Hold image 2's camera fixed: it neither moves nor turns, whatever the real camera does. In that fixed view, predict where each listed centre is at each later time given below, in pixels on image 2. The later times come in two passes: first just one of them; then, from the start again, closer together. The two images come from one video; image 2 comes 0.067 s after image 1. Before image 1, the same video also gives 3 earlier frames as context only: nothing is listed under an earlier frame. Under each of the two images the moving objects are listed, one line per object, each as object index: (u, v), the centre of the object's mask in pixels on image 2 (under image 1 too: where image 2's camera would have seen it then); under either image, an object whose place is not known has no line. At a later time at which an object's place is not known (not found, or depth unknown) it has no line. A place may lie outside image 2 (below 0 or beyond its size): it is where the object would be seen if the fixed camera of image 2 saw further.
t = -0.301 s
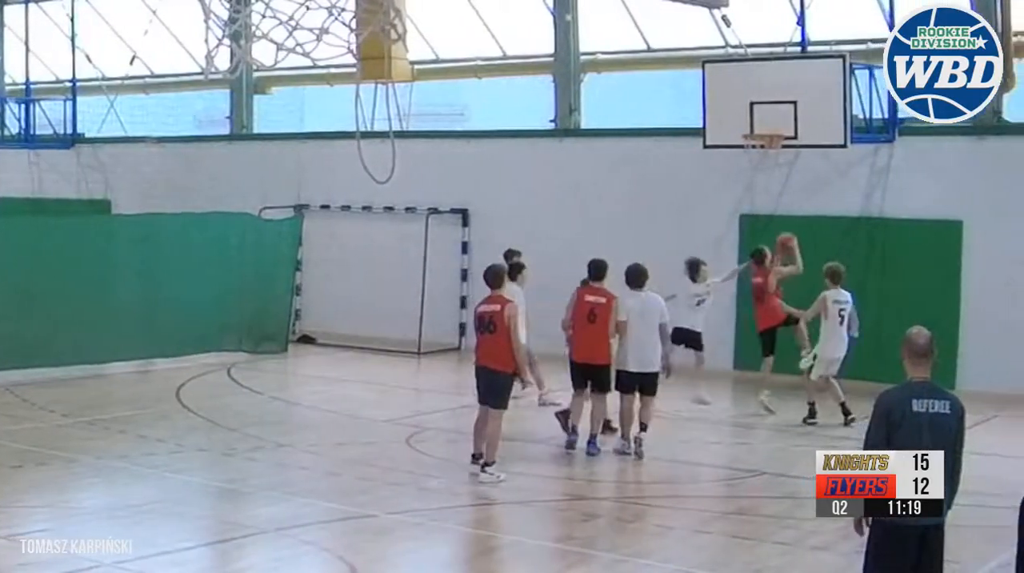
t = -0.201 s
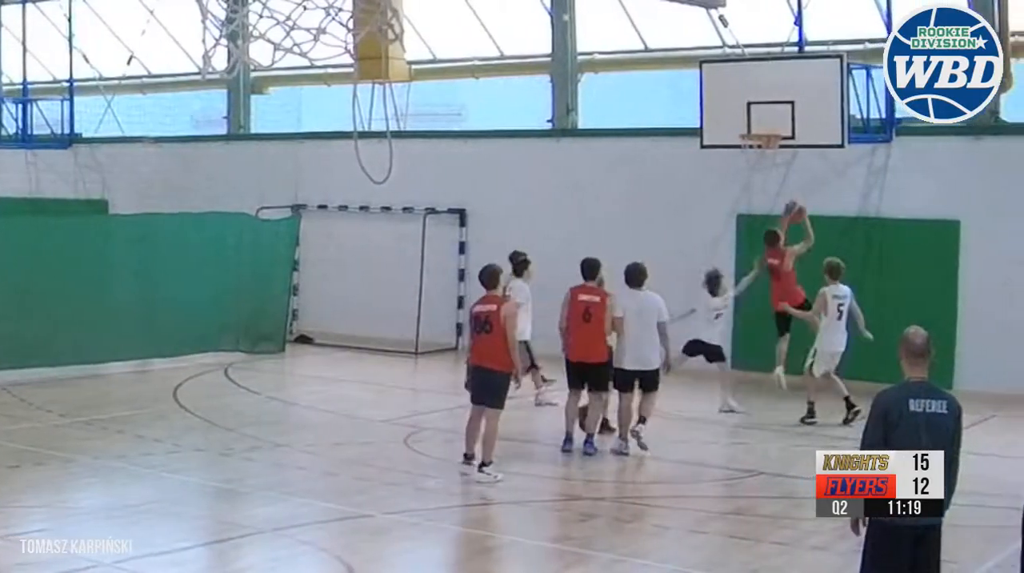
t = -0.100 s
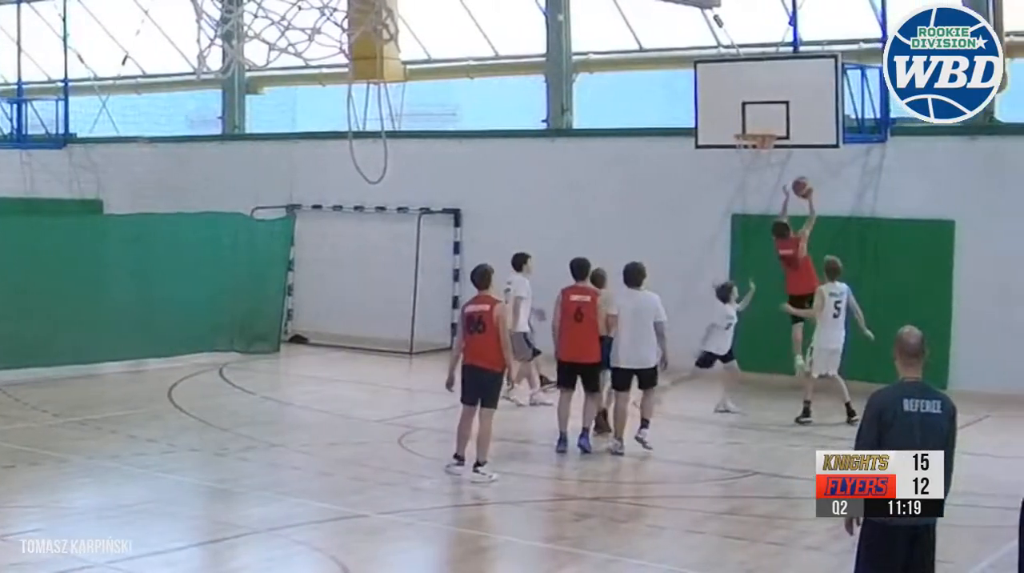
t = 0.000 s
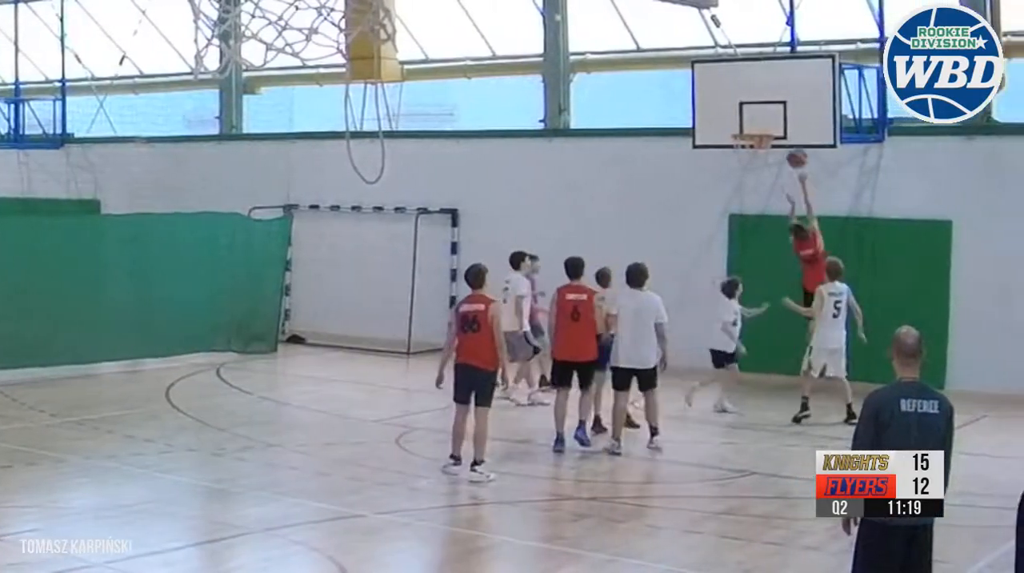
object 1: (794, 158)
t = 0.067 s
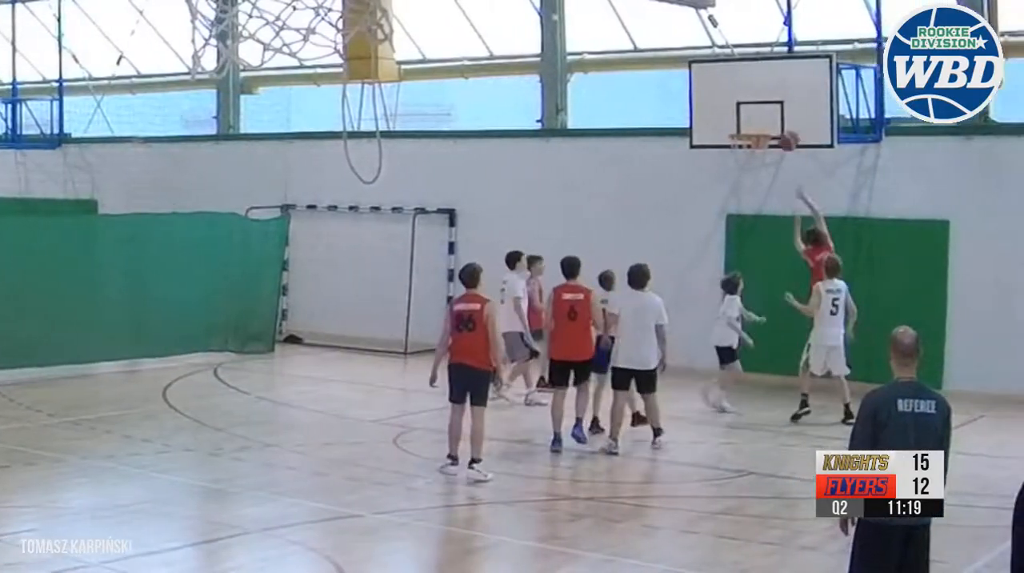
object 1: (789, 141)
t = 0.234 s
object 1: (770, 124)
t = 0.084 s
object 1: (786, 137)
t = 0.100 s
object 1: (784, 134)
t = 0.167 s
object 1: (778, 126)
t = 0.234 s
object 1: (770, 124)
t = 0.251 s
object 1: (770, 123)
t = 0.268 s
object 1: (769, 123)
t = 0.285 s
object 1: (768, 123)
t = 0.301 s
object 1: (767, 123)
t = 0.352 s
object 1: (765, 124)
